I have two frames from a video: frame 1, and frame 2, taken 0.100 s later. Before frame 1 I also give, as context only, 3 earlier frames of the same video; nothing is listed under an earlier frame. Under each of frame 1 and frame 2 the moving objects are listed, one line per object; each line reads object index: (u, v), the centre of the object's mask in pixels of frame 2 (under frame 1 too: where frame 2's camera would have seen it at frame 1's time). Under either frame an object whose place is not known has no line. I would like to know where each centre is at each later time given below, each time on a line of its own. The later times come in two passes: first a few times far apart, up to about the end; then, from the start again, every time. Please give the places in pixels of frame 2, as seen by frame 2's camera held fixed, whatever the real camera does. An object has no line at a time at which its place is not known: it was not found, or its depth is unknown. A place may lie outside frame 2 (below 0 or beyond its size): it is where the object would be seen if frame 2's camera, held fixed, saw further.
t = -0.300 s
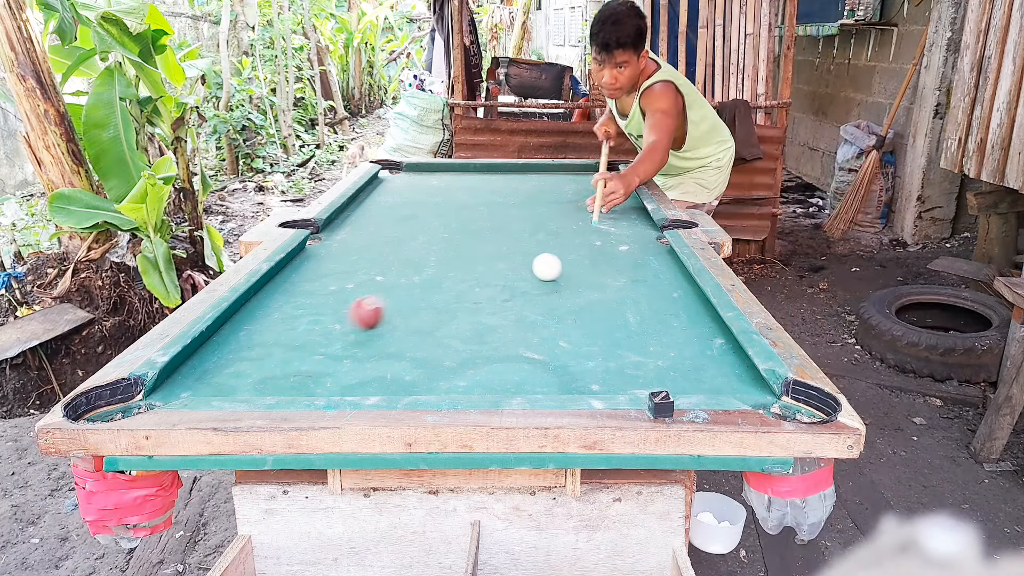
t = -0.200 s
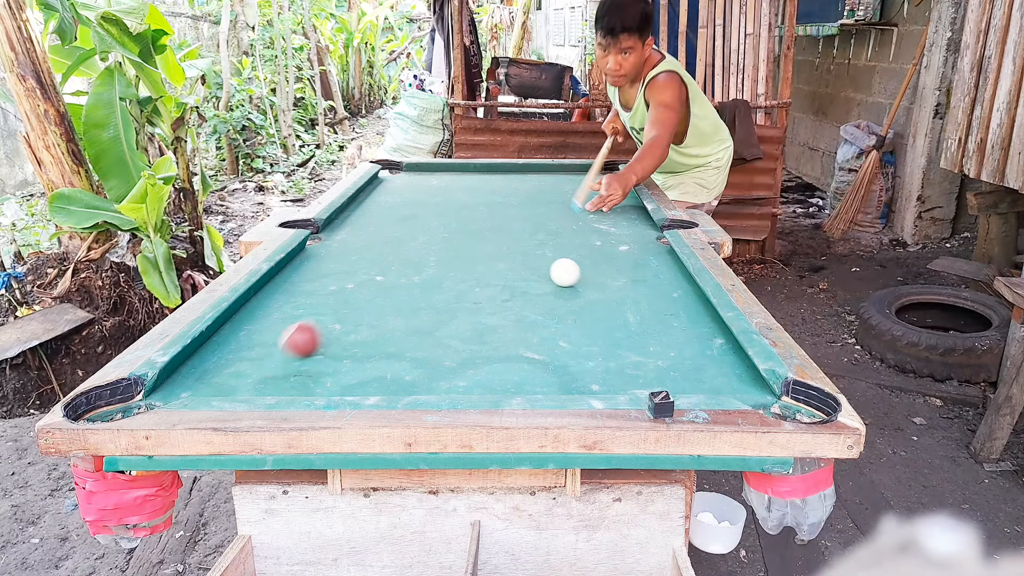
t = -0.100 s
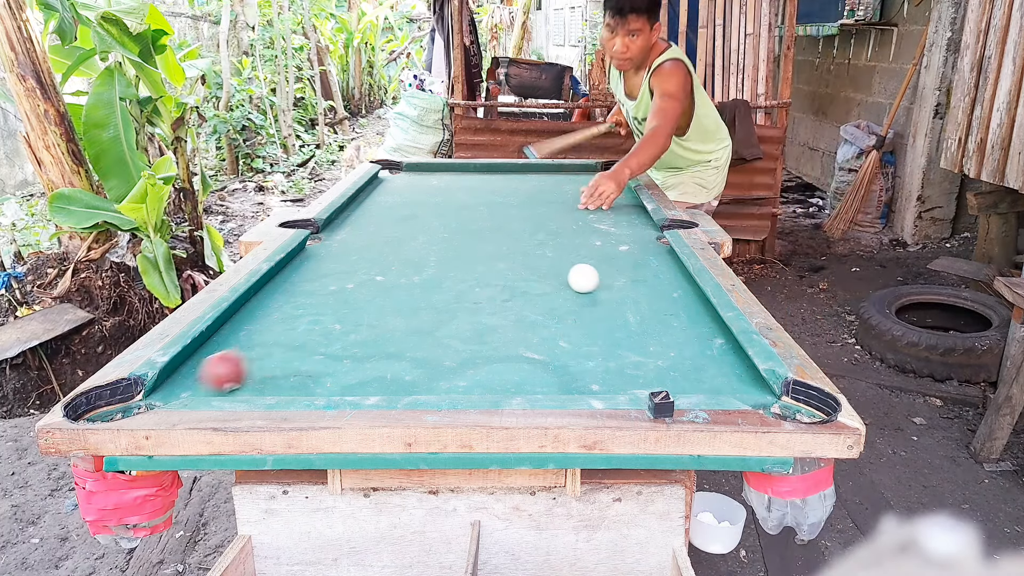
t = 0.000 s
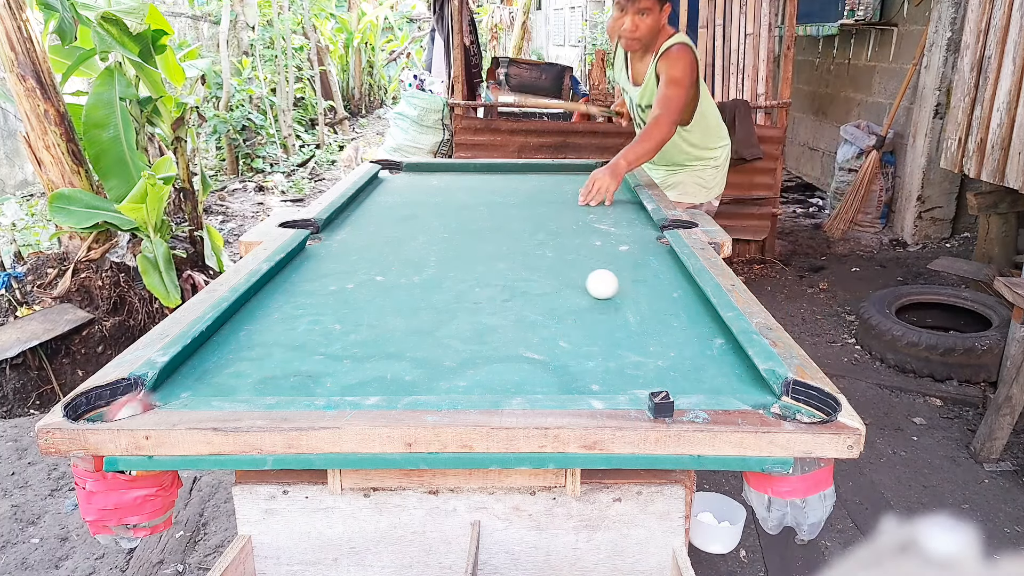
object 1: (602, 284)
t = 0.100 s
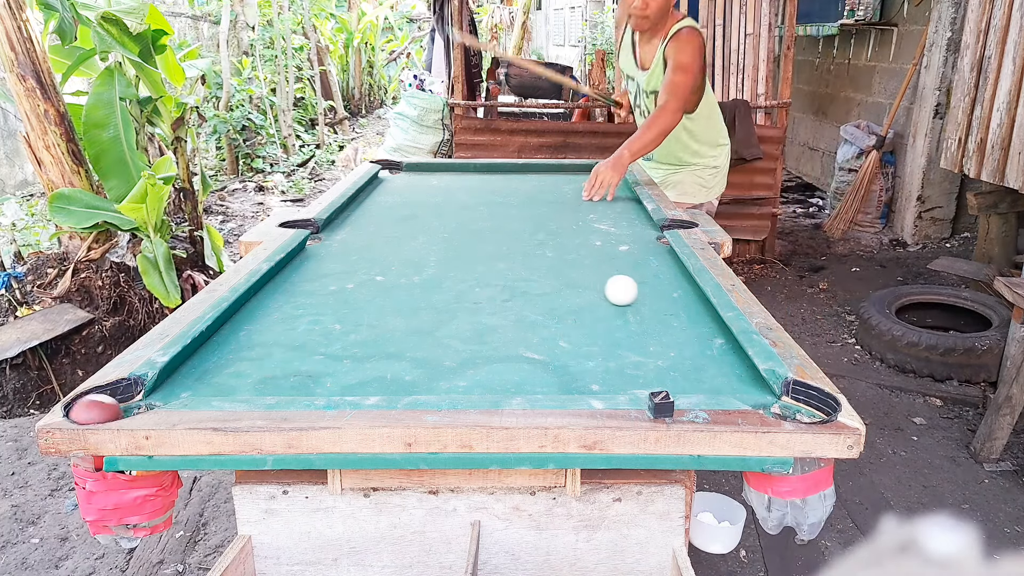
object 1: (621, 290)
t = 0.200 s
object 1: (641, 296)
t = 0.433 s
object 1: (688, 312)
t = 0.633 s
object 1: (697, 322)
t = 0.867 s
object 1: (687, 331)
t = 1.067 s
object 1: (677, 338)
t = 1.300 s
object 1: (665, 346)
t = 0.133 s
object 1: (628, 292)
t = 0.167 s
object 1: (634, 294)
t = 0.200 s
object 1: (641, 296)
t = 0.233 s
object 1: (647, 299)
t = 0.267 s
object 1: (654, 301)
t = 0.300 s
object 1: (661, 303)
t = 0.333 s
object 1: (667, 305)
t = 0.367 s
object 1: (674, 307)
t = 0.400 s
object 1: (681, 309)
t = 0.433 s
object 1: (688, 312)
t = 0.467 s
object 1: (695, 314)
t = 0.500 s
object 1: (701, 316)
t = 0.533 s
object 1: (702, 318)
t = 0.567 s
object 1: (700, 319)
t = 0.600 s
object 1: (699, 321)
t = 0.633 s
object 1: (697, 322)
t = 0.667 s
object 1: (696, 323)
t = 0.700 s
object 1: (694, 325)
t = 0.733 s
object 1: (693, 326)
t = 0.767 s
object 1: (691, 327)
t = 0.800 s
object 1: (690, 328)
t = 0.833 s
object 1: (688, 330)
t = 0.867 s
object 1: (687, 331)
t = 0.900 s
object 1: (685, 332)
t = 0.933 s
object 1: (684, 333)
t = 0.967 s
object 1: (682, 335)
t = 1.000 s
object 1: (681, 336)
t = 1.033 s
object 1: (679, 337)
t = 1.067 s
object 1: (677, 338)
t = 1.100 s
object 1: (676, 339)
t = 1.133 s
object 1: (674, 340)
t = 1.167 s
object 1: (673, 341)
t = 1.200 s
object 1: (671, 342)
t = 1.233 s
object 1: (669, 344)
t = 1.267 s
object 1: (667, 345)
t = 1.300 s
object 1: (665, 346)
